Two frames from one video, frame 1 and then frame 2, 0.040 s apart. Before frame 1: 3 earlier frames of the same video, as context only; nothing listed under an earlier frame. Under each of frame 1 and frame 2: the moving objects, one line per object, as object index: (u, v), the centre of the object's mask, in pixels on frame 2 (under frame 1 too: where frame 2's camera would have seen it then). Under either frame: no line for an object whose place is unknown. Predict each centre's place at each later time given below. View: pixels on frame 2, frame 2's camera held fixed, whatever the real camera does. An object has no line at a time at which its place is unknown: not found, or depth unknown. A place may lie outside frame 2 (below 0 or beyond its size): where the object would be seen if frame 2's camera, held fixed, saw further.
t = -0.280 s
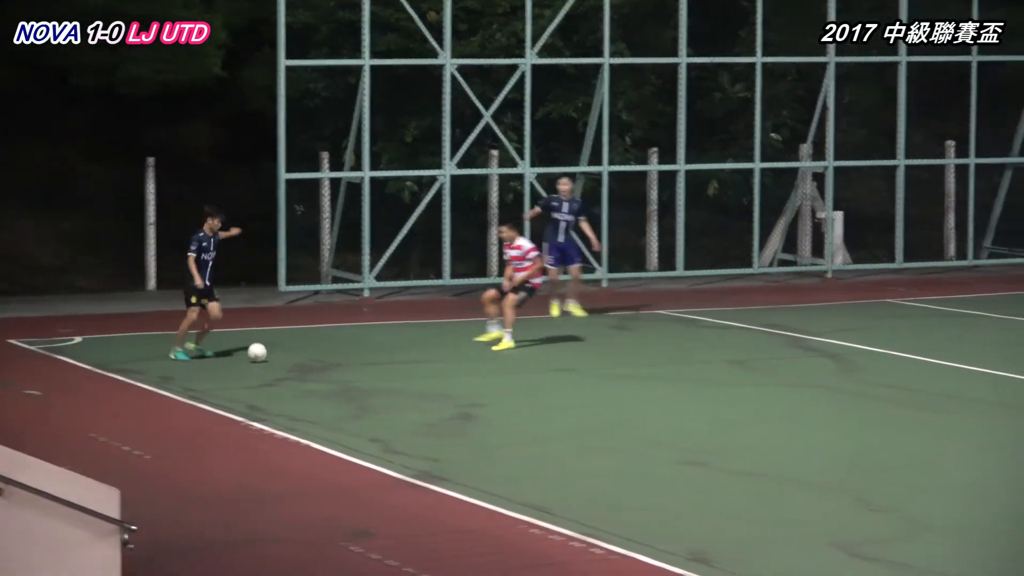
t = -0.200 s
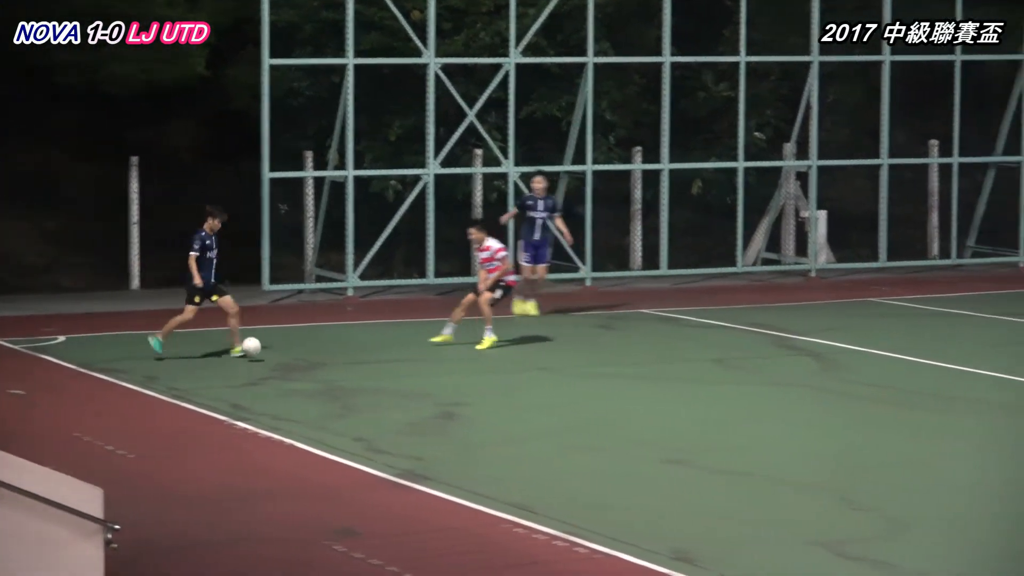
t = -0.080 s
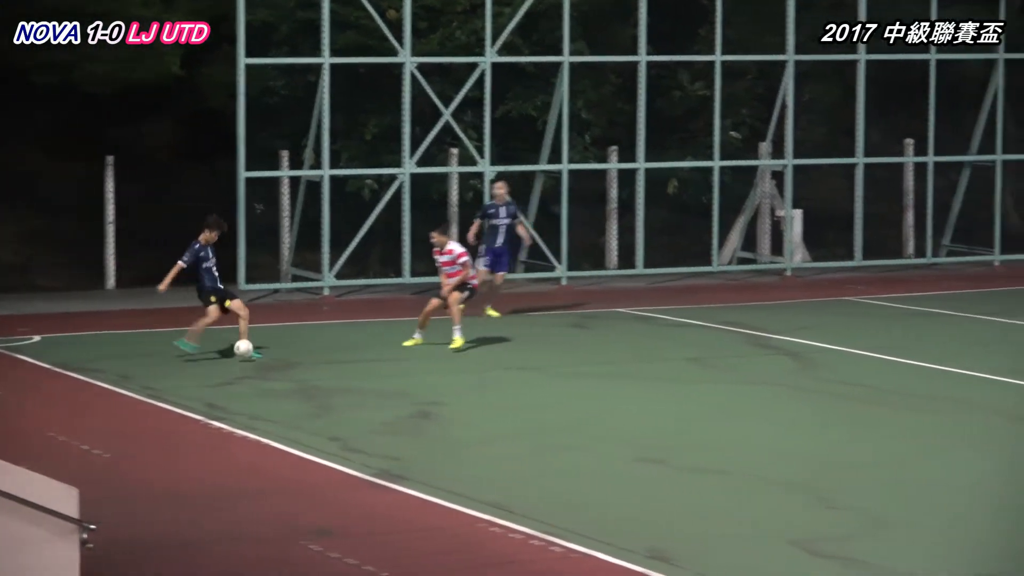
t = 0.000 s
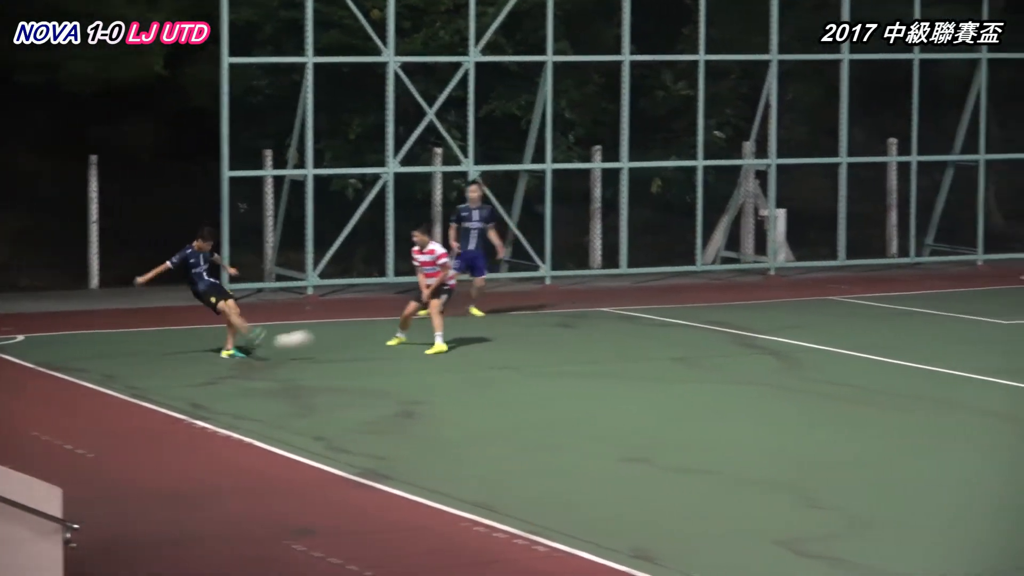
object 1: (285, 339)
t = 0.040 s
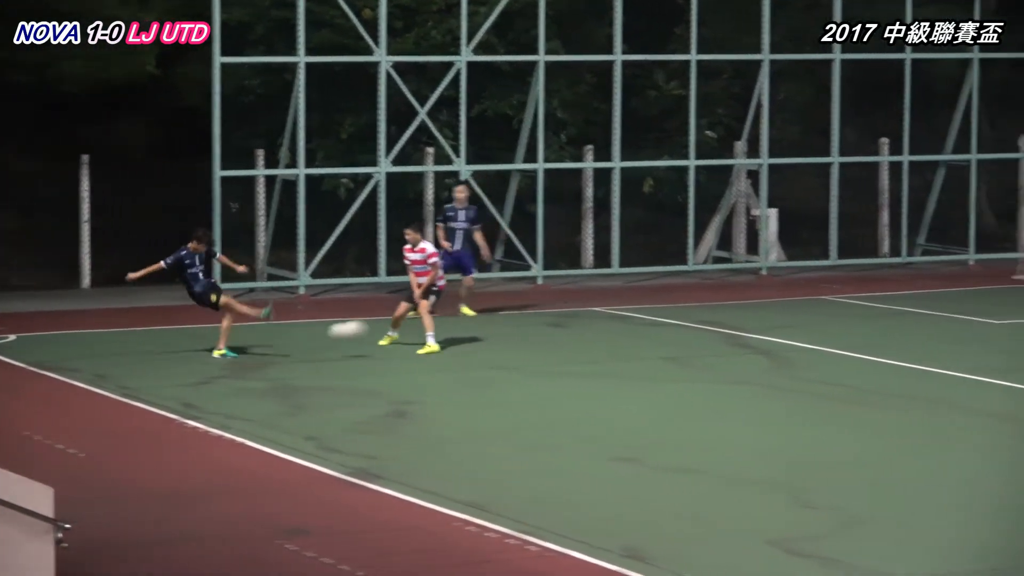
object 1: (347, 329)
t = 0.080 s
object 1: (406, 321)
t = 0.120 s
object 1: (468, 314)
